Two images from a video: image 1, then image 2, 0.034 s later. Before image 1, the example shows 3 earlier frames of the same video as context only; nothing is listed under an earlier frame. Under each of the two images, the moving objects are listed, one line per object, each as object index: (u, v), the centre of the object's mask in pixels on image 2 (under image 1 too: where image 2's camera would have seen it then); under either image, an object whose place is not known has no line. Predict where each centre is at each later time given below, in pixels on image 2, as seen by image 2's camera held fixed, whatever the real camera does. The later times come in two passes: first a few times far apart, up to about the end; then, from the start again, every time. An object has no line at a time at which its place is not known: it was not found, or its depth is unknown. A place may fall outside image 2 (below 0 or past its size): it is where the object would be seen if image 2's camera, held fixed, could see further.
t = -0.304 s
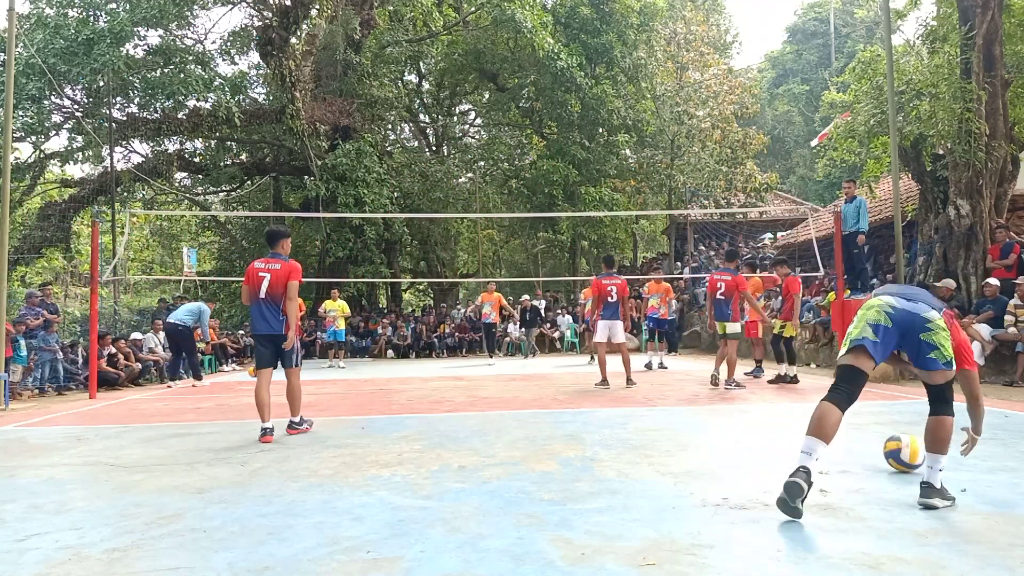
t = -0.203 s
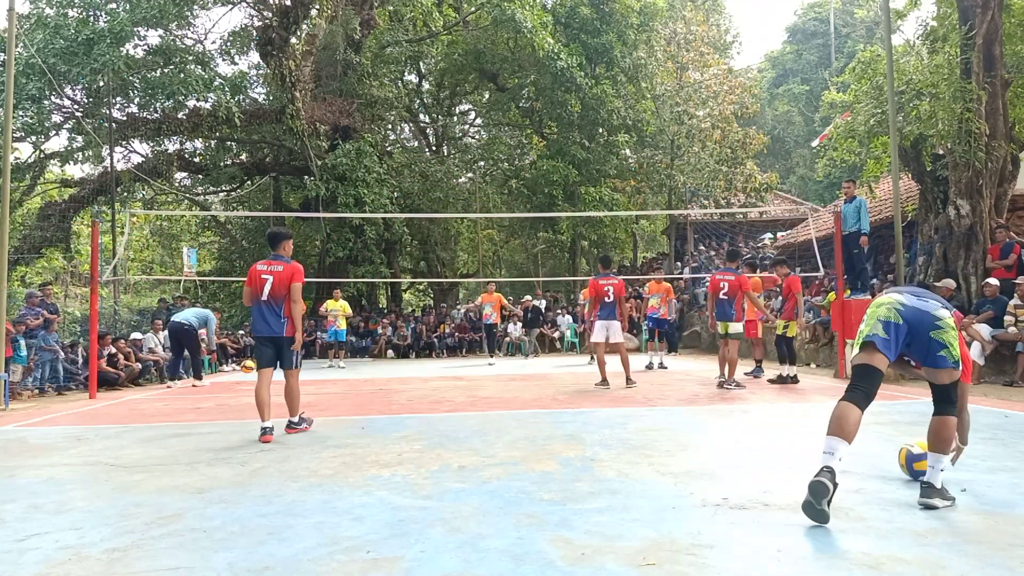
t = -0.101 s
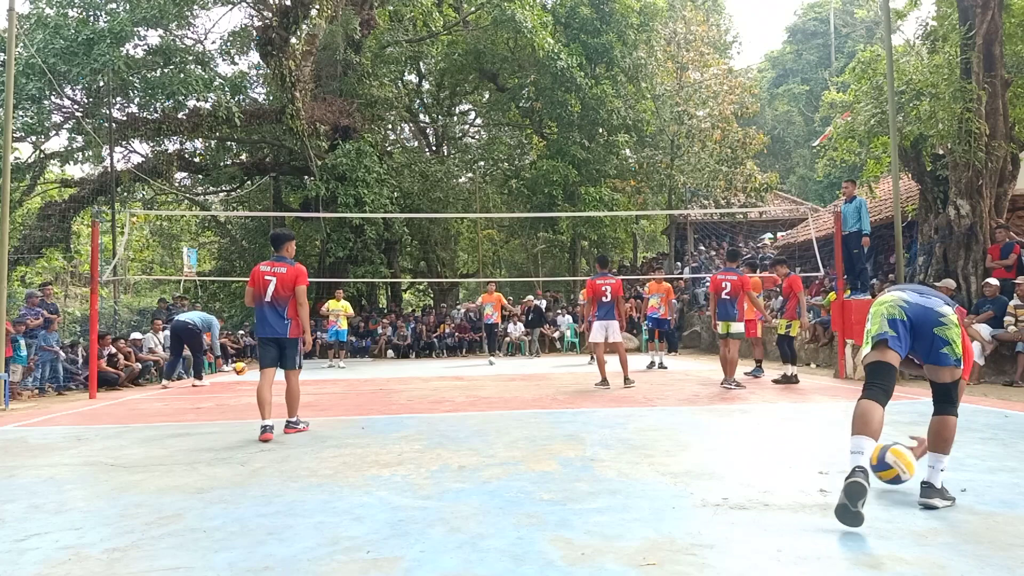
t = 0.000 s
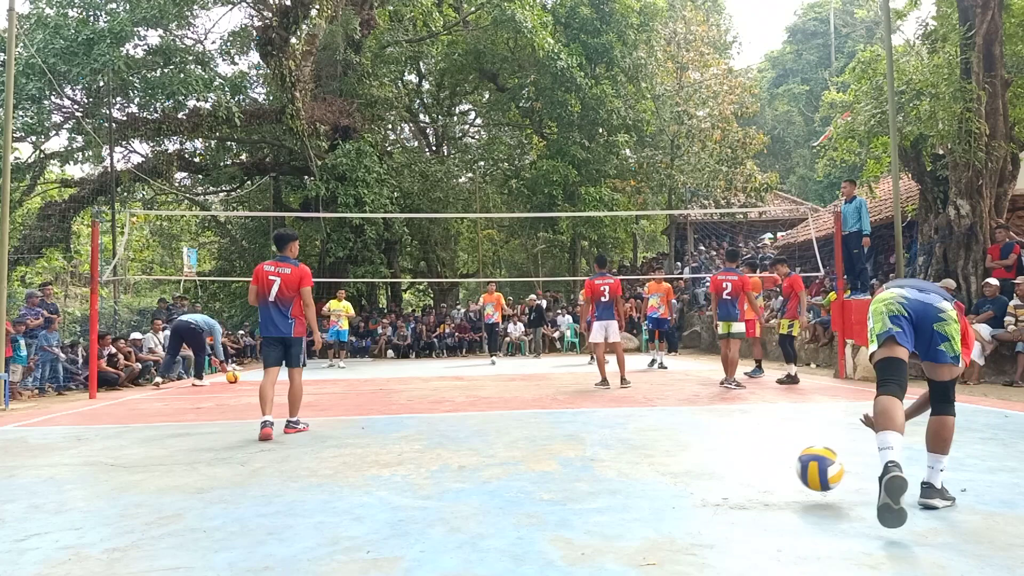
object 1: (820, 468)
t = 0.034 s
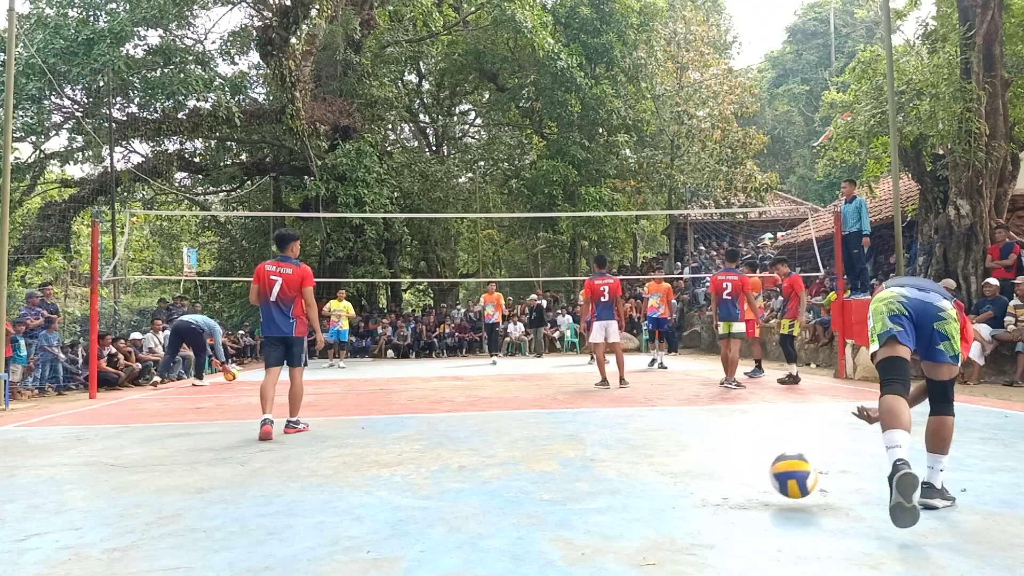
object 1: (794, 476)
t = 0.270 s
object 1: (632, 496)
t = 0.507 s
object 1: (446, 535)
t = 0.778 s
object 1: (164, 563)
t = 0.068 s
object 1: (765, 485)
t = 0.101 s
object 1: (741, 488)
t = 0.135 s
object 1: (721, 484)
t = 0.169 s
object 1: (700, 484)
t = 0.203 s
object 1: (677, 485)
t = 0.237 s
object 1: (655, 490)
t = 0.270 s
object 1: (632, 496)
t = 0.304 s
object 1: (607, 507)
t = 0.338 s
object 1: (582, 515)
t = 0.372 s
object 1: (557, 512)
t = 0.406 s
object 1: (531, 513)
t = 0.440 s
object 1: (504, 517)
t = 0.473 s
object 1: (476, 524)
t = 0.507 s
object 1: (446, 535)
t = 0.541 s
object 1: (415, 544)
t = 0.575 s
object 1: (384, 543)
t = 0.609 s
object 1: (351, 543)
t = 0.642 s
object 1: (317, 546)
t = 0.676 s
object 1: (281, 551)
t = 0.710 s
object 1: (243, 557)
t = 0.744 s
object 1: (205, 563)
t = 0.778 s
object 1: (164, 563)
